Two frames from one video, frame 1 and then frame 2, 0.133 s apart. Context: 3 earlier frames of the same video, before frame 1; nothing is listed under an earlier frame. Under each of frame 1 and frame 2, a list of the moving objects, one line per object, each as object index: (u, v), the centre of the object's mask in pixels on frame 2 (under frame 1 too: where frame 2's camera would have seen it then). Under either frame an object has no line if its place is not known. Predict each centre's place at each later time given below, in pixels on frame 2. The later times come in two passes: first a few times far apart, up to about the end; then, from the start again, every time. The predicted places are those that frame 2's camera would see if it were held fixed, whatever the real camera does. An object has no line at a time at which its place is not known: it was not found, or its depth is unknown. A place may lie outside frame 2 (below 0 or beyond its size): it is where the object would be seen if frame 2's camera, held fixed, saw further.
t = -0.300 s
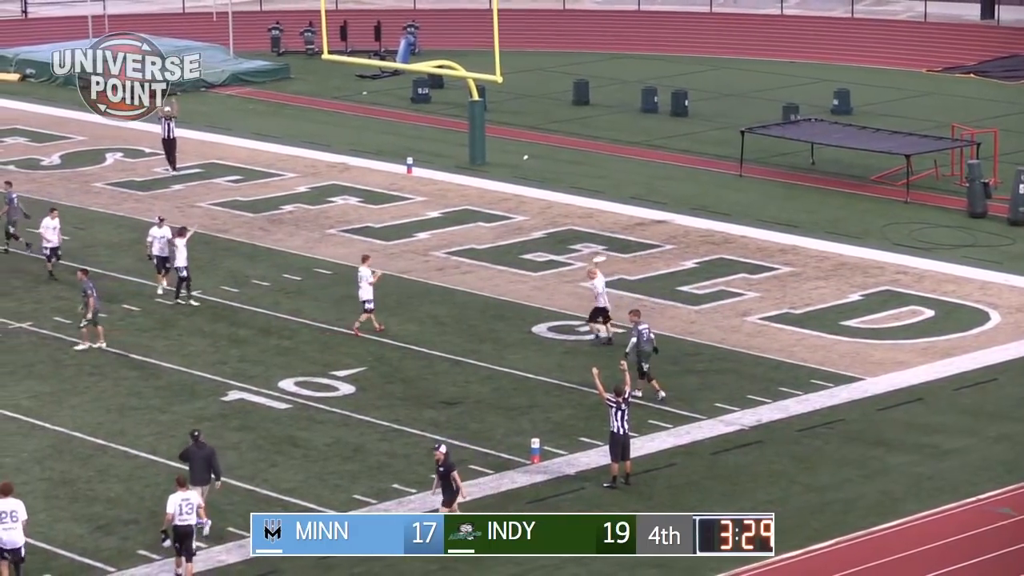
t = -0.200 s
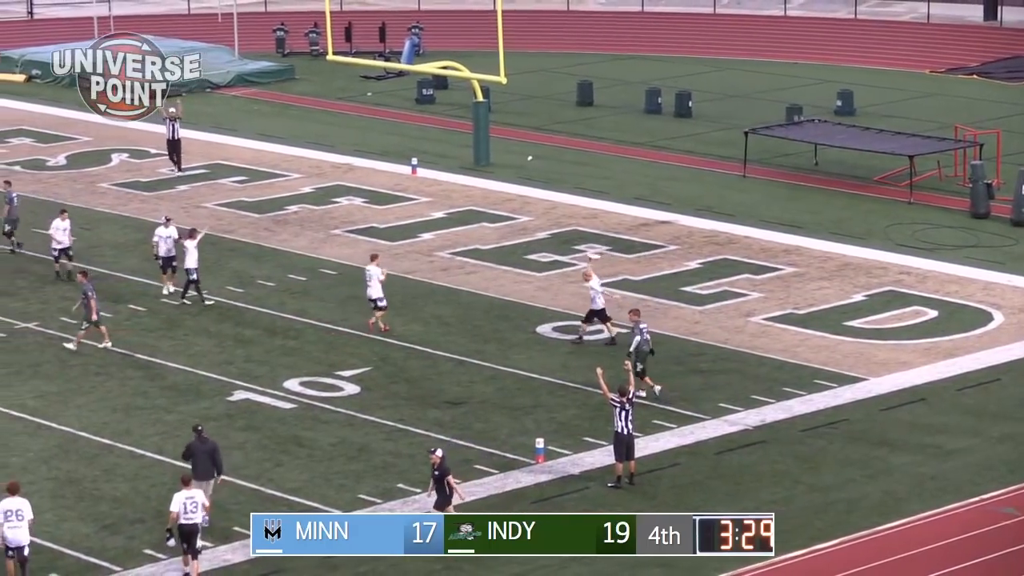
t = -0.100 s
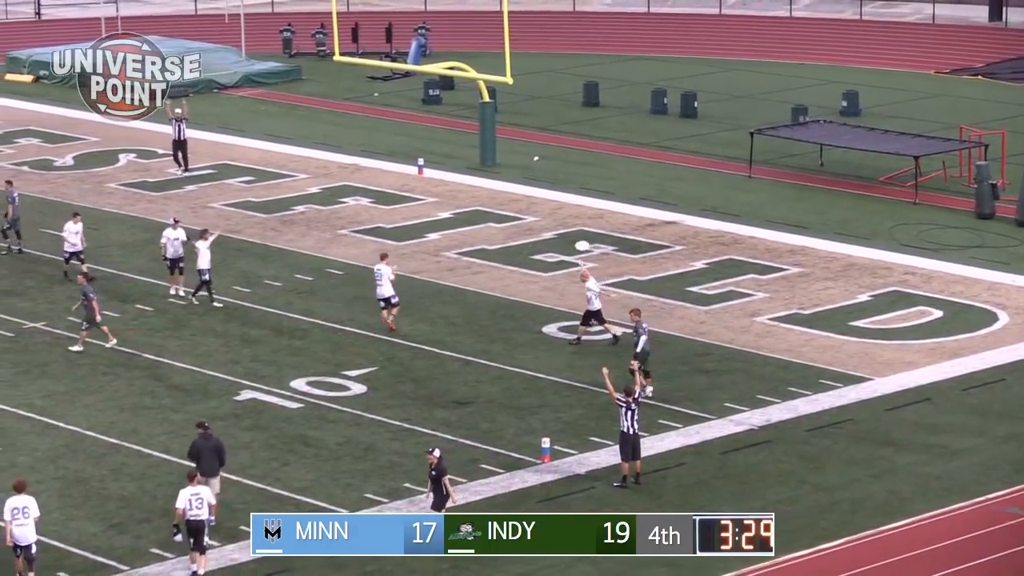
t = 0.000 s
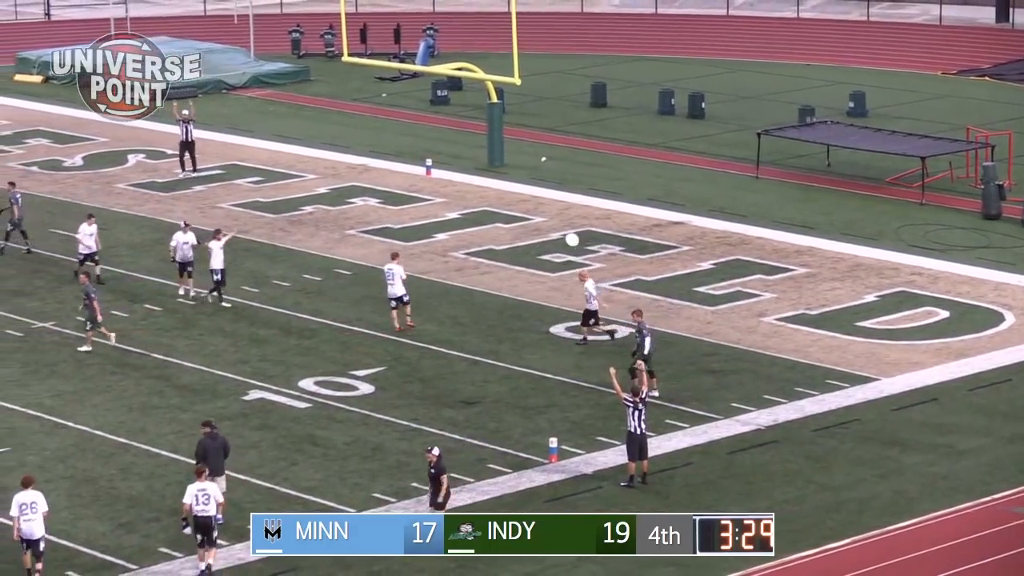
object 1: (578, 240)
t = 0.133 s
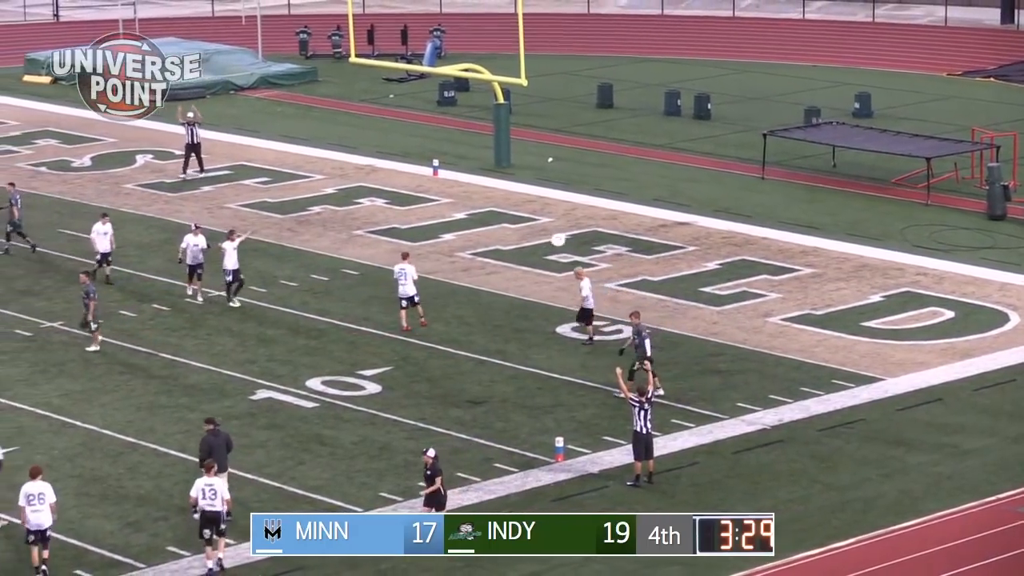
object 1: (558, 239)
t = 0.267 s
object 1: (538, 244)
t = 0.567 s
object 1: (503, 267)
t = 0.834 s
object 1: (482, 306)
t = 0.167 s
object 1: (553, 241)
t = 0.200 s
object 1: (550, 241)
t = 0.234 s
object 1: (542, 243)
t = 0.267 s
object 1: (538, 244)
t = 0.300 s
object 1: (533, 246)
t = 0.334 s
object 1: (529, 247)
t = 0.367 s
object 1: (527, 249)
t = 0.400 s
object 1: (521, 252)
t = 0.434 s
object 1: (518, 254)
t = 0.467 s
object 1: (514, 258)
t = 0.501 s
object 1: (510, 261)
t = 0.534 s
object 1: (507, 263)
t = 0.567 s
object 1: (503, 267)
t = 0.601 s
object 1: (500, 271)
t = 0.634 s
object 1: (498, 274)
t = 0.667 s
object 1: (495, 278)
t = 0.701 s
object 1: (492, 283)
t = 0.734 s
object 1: (489, 288)
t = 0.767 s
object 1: (487, 294)
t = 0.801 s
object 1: (484, 300)
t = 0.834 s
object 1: (482, 306)
